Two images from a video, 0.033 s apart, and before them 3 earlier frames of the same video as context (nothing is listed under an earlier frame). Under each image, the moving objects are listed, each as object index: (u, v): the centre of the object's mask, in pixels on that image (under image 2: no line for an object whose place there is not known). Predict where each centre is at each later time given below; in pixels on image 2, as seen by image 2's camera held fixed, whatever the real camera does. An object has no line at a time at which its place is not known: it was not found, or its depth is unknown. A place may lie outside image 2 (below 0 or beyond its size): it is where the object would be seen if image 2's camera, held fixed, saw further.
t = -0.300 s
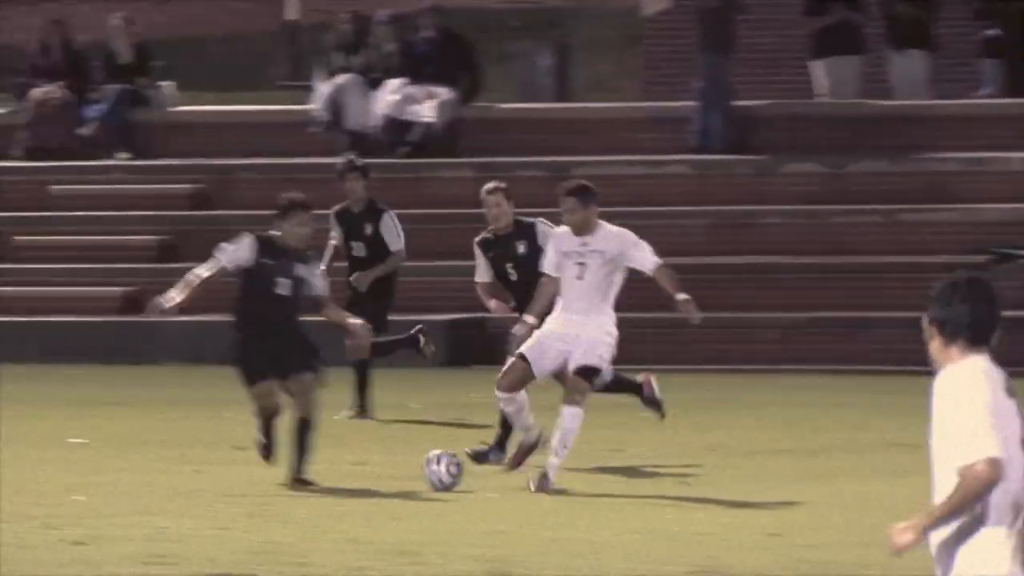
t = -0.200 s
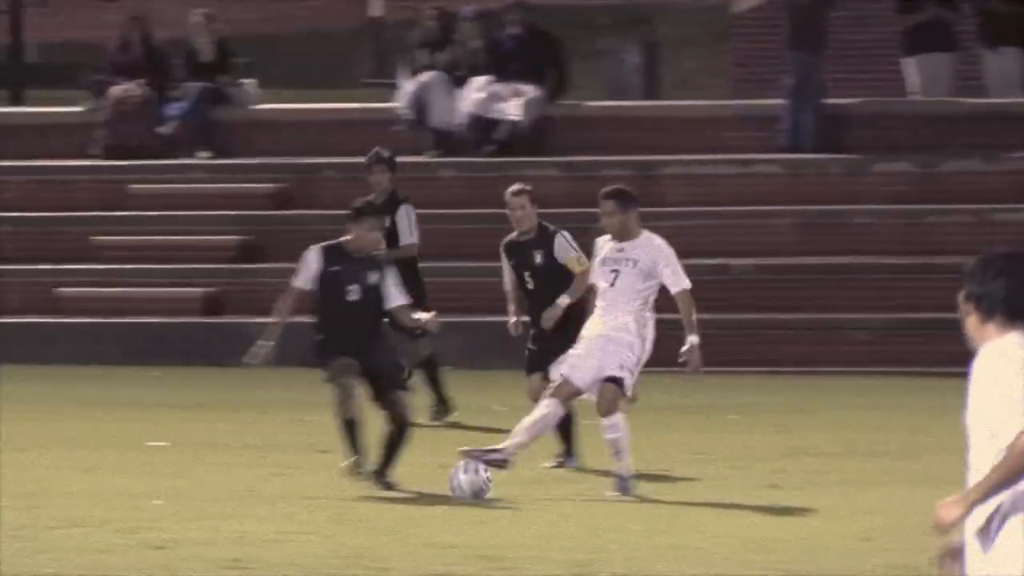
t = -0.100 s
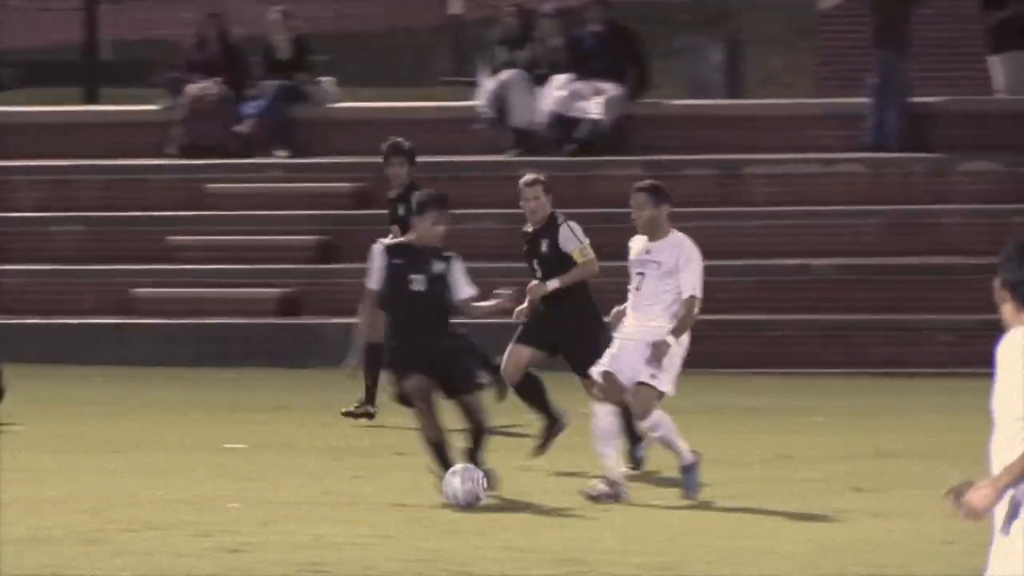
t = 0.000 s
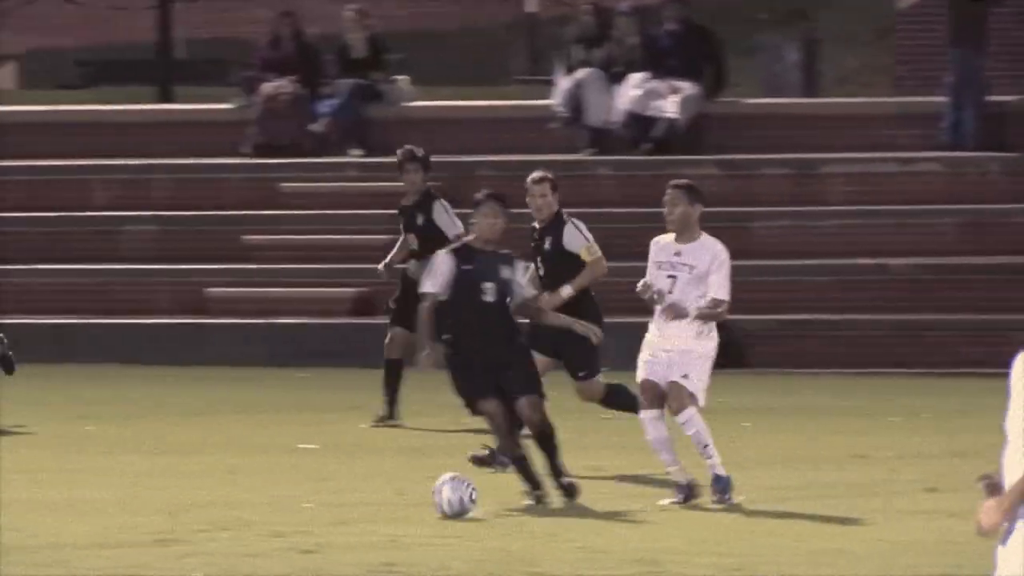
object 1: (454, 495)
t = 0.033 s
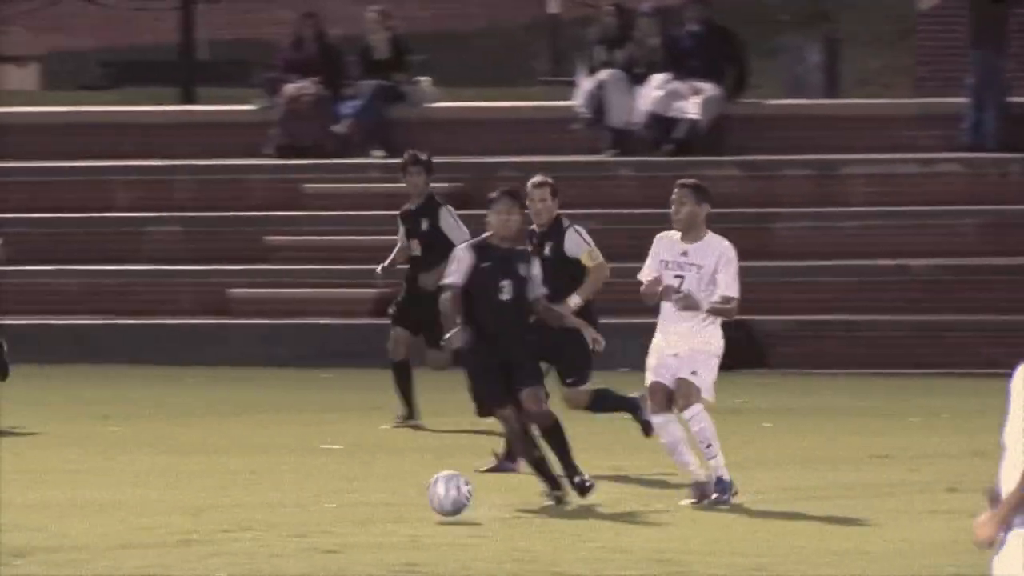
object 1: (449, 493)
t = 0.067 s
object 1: (422, 494)
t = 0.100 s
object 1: (396, 498)
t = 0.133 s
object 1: (370, 505)
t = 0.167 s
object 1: (342, 514)
